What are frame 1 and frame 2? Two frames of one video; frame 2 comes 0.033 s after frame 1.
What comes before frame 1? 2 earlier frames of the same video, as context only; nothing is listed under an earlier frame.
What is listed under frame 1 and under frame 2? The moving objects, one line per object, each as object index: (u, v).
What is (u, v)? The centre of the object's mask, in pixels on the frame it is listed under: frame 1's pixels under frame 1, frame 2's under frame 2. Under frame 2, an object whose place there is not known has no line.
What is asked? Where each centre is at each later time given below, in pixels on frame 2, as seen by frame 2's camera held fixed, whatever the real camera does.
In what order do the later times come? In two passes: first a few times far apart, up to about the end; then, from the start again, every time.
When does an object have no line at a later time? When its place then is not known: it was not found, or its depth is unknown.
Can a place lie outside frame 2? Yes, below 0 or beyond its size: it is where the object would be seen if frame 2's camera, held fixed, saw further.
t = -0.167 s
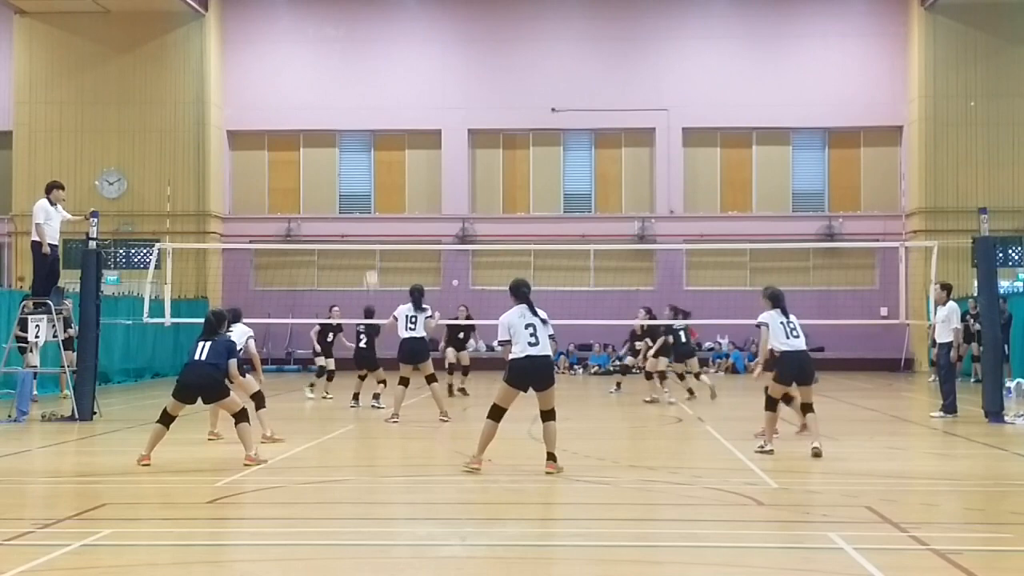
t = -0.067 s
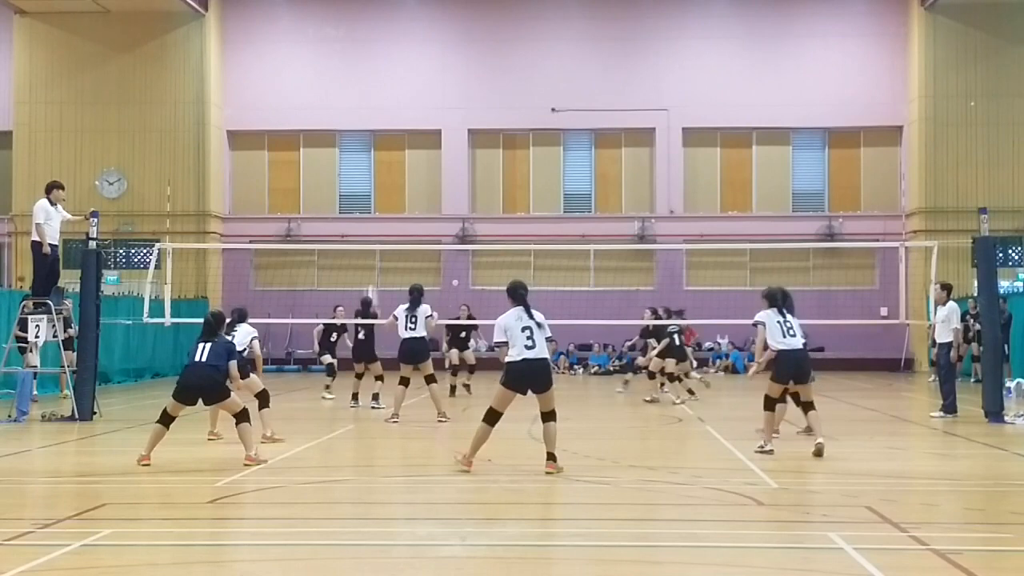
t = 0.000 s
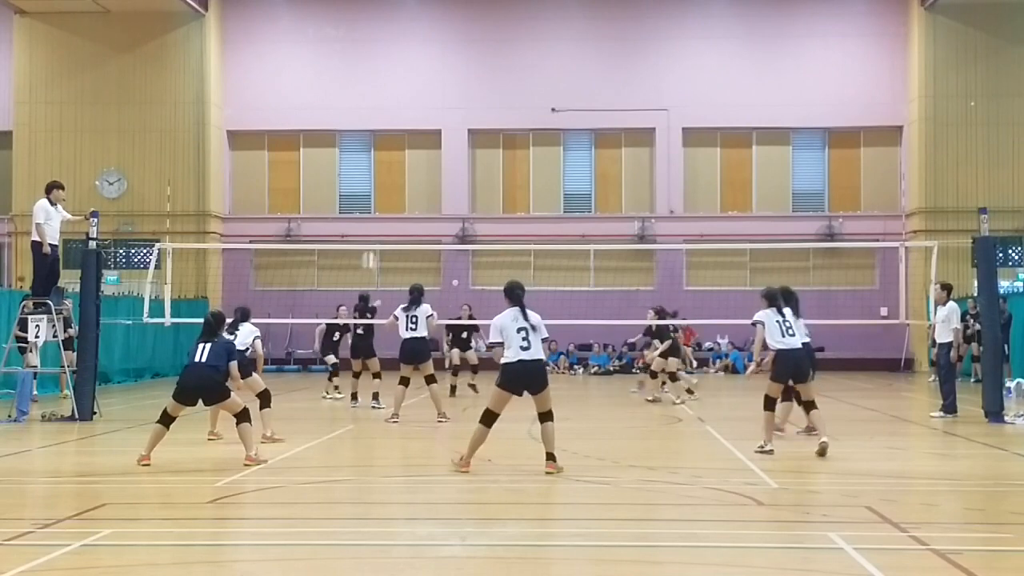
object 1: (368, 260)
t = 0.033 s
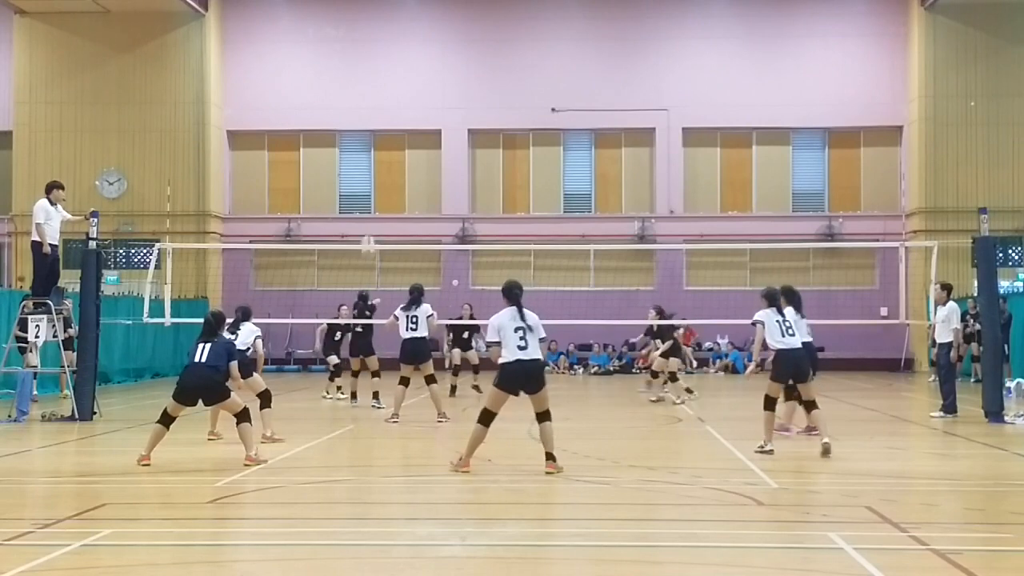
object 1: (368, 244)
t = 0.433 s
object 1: (356, 114)
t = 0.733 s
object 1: (347, 87)
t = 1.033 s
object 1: (339, 119)
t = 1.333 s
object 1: (331, 211)
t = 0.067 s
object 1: (367, 229)
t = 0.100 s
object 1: (365, 215)
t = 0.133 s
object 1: (365, 203)
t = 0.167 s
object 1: (364, 189)
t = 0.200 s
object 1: (364, 177)
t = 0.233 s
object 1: (363, 166)
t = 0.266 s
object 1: (362, 155)
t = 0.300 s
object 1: (361, 145)
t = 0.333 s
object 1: (359, 137)
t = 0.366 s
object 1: (358, 128)
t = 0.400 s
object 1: (358, 121)
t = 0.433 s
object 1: (356, 114)
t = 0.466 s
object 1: (356, 108)
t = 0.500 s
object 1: (354, 103)
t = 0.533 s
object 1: (353, 99)
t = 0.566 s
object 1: (352, 95)
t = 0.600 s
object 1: (351, 92)
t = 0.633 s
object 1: (350, 90)
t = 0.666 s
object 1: (349, 88)
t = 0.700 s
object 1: (348, 87)
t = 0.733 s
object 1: (347, 87)
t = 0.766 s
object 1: (346, 88)
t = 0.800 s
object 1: (346, 89)
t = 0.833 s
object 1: (344, 91)
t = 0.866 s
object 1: (343, 94)
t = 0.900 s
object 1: (343, 97)
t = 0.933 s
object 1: (342, 101)
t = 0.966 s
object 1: (341, 107)
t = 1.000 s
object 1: (340, 112)
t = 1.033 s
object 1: (339, 119)
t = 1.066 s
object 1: (338, 127)
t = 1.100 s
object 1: (337, 135)
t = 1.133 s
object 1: (336, 143)
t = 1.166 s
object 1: (334, 153)
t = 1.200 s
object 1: (333, 162)
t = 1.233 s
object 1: (333, 173)
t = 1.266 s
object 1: (332, 184)
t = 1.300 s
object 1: (332, 196)
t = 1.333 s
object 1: (331, 211)
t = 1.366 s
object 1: (330, 225)
